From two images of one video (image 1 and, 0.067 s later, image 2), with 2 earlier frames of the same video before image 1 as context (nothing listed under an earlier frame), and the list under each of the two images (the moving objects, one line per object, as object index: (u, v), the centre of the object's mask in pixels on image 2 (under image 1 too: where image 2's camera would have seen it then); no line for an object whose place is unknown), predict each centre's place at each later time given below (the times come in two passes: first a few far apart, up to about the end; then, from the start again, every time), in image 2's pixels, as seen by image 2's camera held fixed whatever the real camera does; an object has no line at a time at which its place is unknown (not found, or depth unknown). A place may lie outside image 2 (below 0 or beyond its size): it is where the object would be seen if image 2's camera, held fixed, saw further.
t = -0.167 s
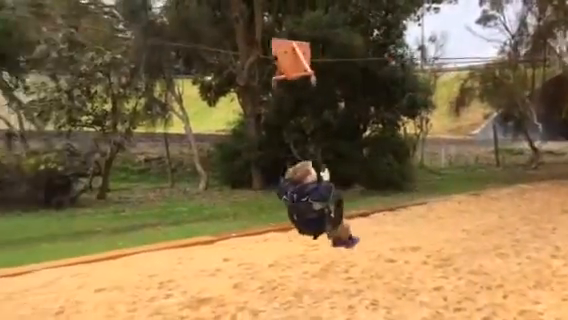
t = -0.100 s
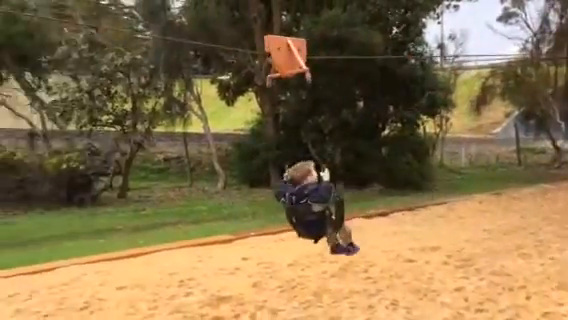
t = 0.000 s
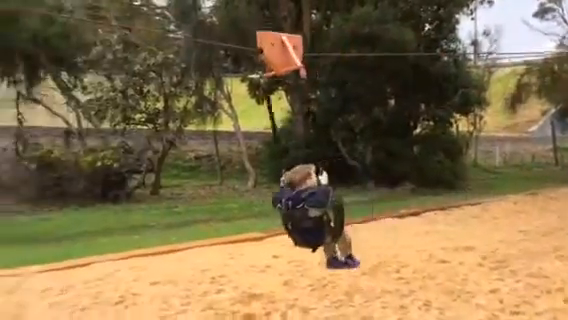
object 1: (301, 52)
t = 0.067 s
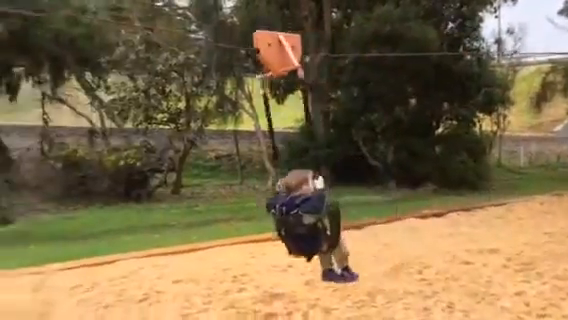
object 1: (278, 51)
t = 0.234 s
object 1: (222, 55)
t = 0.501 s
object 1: (98, 44)
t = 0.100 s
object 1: (266, 51)
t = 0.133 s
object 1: (255, 52)
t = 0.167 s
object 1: (244, 53)
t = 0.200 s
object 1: (233, 54)
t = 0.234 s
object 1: (222, 55)
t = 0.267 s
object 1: (211, 57)
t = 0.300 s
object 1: (199, 58)
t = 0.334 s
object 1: (187, 57)
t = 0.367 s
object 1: (173, 56)
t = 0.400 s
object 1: (157, 55)
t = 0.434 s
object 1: (140, 53)
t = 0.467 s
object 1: (120, 48)
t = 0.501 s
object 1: (98, 44)
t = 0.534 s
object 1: (76, 40)
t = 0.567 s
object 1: (51, 35)
